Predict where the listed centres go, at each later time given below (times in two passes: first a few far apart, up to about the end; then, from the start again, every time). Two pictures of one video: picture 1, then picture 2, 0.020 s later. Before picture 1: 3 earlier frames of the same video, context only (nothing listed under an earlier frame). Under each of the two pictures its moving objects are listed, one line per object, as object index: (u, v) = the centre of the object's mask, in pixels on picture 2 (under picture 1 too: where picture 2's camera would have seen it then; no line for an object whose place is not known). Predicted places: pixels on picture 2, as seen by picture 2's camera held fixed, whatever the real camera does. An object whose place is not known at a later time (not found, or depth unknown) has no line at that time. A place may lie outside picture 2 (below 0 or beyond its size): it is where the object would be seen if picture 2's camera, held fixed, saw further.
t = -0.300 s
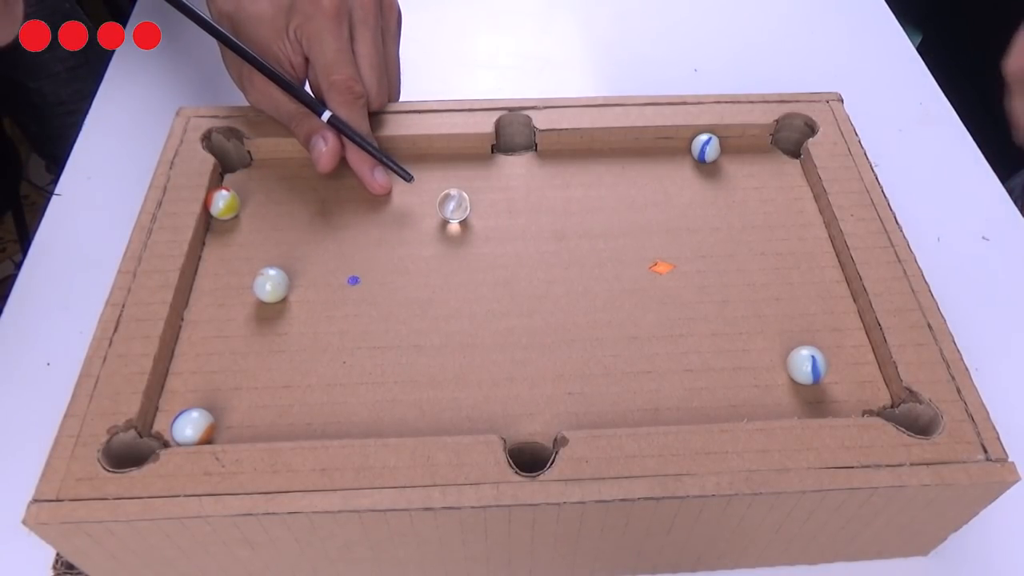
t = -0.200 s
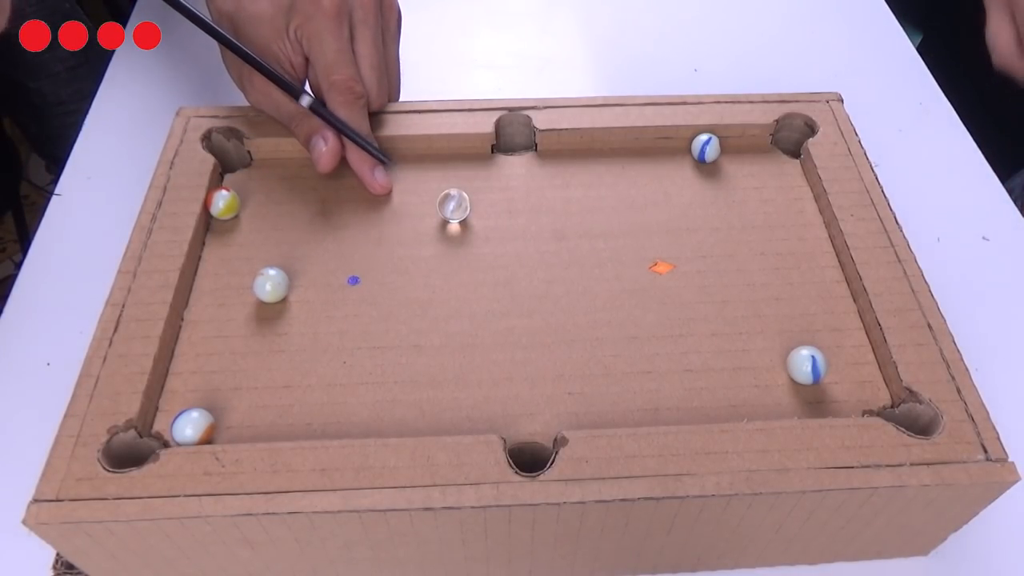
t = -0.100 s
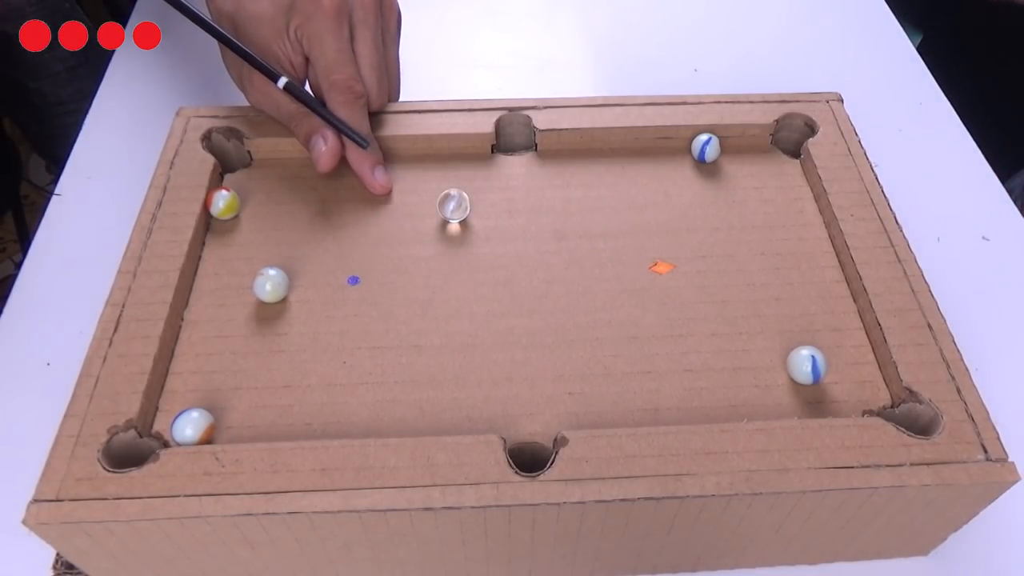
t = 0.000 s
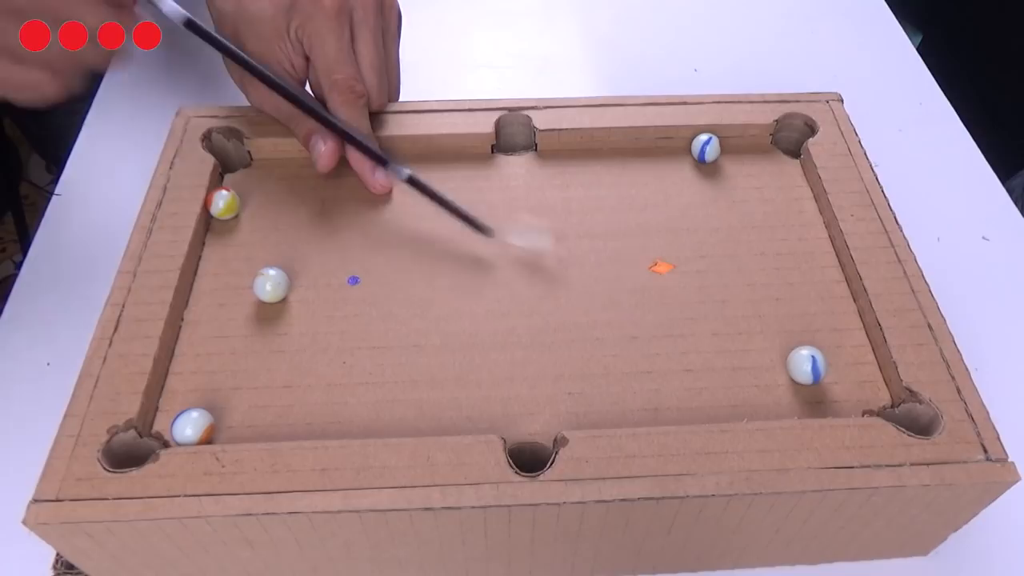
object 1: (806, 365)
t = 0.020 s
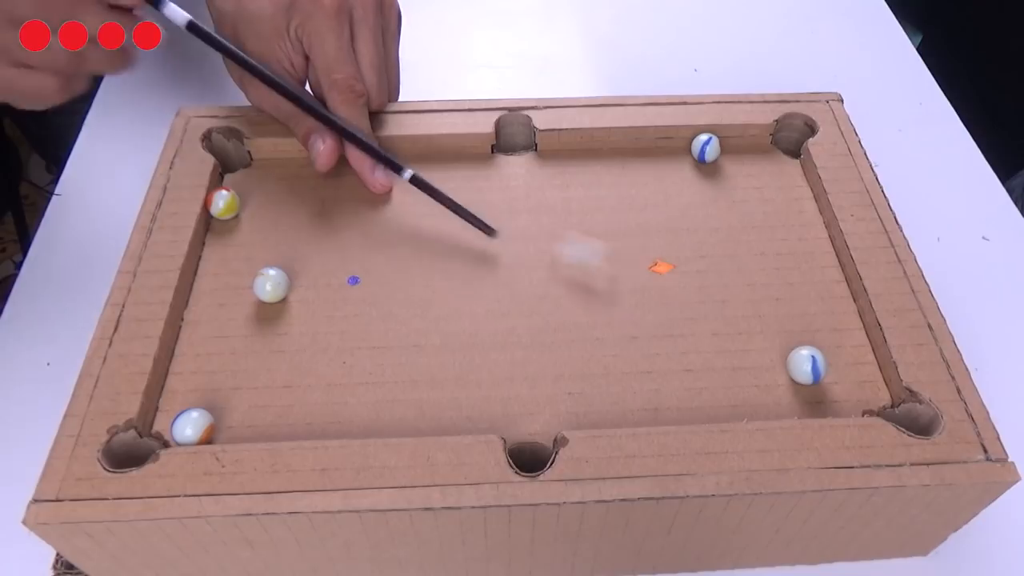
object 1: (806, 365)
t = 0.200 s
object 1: (831, 375)
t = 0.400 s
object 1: (857, 401)
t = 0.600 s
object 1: (879, 396)
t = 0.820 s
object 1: (879, 401)
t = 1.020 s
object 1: (876, 397)
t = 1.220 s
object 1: (879, 399)
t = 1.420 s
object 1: (880, 401)
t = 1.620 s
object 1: (878, 398)
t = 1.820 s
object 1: (878, 400)
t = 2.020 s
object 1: (880, 400)
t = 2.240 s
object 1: (880, 400)
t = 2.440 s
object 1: (880, 400)
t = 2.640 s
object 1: (880, 400)
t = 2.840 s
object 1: (880, 400)
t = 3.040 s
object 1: (880, 400)
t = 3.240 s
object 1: (880, 399)
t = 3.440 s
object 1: (880, 399)
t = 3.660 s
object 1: (880, 399)
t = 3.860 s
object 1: (880, 399)
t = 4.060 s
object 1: (880, 399)
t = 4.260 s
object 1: (880, 399)
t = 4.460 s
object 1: (880, 399)
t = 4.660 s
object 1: (880, 399)
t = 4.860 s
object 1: (880, 399)
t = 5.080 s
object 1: (880, 399)
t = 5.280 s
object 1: (880, 399)
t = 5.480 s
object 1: (880, 399)
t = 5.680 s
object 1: (880, 399)
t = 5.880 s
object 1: (880, 399)
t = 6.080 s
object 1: (880, 399)
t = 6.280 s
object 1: (880, 399)
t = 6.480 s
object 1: (880, 399)
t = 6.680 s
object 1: (880, 399)
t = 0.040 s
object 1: (806, 365)
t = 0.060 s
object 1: (806, 365)
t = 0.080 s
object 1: (806, 365)
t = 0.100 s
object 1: (806, 365)
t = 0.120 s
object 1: (815, 382)
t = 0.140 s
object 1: (827, 399)
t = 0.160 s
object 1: (828, 389)
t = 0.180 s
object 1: (829, 378)
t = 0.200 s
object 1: (831, 375)
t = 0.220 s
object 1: (834, 380)
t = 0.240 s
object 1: (836, 383)
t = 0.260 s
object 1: (839, 385)
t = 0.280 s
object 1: (841, 388)
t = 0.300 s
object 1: (843, 390)
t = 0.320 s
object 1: (846, 393)
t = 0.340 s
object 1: (849, 395)
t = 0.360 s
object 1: (852, 398)
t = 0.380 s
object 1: (854, 400)
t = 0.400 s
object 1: (857, 401)
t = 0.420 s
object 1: (859, 400)
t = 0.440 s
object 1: (861, 399)
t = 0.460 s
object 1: (862, 398)
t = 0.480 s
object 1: (865, 398)
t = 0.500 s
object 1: (867, 397)
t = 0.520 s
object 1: (869, 397)
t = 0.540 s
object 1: (871, 396)
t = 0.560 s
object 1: (874, 396)
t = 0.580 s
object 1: (876, 396)
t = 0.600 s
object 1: (879, 396)
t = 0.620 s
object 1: (882, 396)
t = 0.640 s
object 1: (882, 397)
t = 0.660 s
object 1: (882, 397)
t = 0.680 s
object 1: (882, 398)
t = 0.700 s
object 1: (882, 399)
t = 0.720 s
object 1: (882, 400)
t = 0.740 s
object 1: (882, 400)
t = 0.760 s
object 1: (881, 401)
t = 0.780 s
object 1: (881, 401)
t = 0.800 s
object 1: (880, 401)
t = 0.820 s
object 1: (879, 401)
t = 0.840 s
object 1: (878, 400)
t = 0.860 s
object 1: (878, 399)
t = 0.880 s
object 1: (877, 399)
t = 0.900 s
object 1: (877, 398)
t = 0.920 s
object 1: (876, 397)
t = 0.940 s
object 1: (876, 397)
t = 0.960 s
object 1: (876, 397)
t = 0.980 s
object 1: (876, 397)
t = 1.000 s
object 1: (876, 397)
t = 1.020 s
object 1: (876, 397)
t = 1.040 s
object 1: (876, 397)
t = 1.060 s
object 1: (876, 397)
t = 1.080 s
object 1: (876, 397)
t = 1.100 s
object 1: (876, 397)
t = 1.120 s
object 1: (877, 397)
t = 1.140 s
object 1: (877, 397)
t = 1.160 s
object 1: (877, 398)
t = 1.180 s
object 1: (878, 398)
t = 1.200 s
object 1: (879, 399)
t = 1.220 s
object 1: (879, 399)
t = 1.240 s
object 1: (880, 400)
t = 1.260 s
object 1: (881, 400)
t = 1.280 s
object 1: (881, 400)
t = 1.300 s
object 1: (881, 400)
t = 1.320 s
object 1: (881, 400)
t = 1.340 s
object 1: (881, 401)
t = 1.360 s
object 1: (881, 401)
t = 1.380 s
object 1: (880, 401)
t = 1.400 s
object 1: (880, 401)
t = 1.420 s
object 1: (880, 401)
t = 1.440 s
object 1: (880, 401)
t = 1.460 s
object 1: (879, 400)
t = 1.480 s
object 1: (879, 400)
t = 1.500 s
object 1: (879, 399)
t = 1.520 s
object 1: (879, 399)
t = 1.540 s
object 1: (879, 399)
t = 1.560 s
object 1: (878, 398)
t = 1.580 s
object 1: (878, 398)
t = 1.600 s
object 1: (878, 398)
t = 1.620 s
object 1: (878, 398)
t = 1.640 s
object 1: (879, 399)
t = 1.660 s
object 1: (879, 399)
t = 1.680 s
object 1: (879, 399)
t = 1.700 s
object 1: (879, 399)
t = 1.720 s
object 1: (879, 400)
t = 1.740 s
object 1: (879, 400)
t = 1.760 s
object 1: (879, 400)
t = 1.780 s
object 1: (878, 400)
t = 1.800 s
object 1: (878, 400)
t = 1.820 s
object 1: (878, 400)
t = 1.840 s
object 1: (878, 400)
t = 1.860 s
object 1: (879, 400)
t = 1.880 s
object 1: (879, 400)
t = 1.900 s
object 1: (879, 400)
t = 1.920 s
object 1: (879, 400)
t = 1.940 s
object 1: (880, 400)
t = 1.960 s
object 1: (880, 400)
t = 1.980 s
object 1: (880, 400)
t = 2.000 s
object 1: (880, 400)
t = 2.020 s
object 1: (880, 400)
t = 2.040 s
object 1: (880, 399)
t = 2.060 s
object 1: (879, 399)
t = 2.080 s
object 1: (879, 399)
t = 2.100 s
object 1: (879, 399)
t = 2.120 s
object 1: (879, 399)
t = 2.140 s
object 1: (879, 399)
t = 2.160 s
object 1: (880, 399)
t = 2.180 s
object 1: (880, 399)
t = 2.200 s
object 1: (880, 399)
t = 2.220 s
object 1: (880, 399)
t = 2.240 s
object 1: (880, 400)
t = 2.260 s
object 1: (880, 400)
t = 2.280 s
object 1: (880, 400)
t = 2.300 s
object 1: (880, 400)
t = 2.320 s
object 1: (880, 400)
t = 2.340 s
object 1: (880, 400)
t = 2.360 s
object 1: (880, 400)
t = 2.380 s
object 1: (880, 400)
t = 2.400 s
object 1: (880, 400)
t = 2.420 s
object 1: (880, 400)
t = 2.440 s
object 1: (880, 400)
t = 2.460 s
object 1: (880, 400)
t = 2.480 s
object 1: (880, 400)
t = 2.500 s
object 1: (880, 400)
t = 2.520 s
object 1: (880, 400)
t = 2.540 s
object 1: (880, 400)
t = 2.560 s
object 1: (880, 400)
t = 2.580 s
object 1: (880, 400)
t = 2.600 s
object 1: (880, 400)
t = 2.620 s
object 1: (880, 400)
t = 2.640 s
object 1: (880, 400)
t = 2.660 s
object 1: (880, 400)
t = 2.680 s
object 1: (880, 400)
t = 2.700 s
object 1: (880, 400)
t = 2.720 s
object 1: (880, 400)
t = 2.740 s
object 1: (880, 400)
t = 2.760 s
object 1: (880, 400)
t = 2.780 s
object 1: (880, 400)
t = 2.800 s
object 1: (880, 400)
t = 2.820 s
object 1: (880, 400)
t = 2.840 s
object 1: (880, 400)
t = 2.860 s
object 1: (880, 400)
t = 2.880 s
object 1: (880, 400)
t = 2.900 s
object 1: (880, 400)
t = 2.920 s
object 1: (880, 400)
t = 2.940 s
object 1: (880, 400)
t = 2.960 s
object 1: (880, 400)
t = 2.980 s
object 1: (880, 400)
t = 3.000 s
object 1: (880, 400)
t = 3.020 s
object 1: (880, 400)
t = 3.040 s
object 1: (880, 400)
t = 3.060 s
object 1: (880, 400)
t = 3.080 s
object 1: (880, 400)
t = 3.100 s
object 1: (880, 400)
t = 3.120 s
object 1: (880, 400)
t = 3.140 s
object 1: (880, 399)
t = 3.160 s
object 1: (880, 399)
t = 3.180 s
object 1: (880, 399)
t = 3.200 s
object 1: (880, 399)
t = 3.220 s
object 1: (880, 399)
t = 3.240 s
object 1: (880, 399)
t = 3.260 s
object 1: (880, 399)
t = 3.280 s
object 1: (880, 399)
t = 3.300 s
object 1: (880, 399)
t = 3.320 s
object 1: (880, 399)
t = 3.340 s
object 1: (880, 399)
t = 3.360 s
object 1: (880, 399)
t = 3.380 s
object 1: (880, 399)
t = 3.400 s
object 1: (880, 399)
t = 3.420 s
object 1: (880, 399)
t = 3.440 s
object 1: (880, 399)
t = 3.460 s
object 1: (880, 399)
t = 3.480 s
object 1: (880, 399)
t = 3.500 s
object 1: (880, 399)
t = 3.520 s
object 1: (880, 399)
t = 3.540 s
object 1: (880, 399)
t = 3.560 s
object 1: (880, 399)
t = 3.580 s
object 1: (880, 399)
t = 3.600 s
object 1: (880, 399)
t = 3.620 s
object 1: (880, 399)
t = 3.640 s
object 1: (880, 399)
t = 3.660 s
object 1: (880, 399)
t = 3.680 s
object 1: (880, 399)
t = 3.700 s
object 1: (880, 399)
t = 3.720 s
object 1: (880, 399)
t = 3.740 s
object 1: (880, 399)
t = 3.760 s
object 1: (880, 399)
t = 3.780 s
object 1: (880, 399)
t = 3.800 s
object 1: (880, 399)
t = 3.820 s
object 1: (880, 399)
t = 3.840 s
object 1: (880, 399)
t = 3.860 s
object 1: (880, 399)
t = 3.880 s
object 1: (880, 399)
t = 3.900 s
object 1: (880, 399)
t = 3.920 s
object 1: (880, 399)
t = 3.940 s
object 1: (880, 399)
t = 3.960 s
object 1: (880, 399)
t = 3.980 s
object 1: (880, 399)
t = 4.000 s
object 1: (880, 399)
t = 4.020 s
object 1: (880, 399)
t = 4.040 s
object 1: (880, 399)
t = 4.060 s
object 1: (880, 399)
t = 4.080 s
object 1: (880, 399)
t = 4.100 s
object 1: (880, 399)
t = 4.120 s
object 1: (880, 399)
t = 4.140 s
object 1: (880, 399)
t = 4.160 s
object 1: (880, 399)
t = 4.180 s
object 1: (880, 399)
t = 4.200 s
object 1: (880, 399)
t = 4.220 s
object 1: (880, 399)
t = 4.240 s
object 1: (880, 399)
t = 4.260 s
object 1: (880, 399)
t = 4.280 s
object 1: (880, 399)
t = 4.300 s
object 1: (880, 399)
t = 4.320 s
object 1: (880, 399)
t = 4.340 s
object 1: (880, 399)
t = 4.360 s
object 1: (880, 399)
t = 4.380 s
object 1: (880, 399)
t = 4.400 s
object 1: (880, 399)
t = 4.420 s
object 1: (880, 399)
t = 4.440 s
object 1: (880, 399)
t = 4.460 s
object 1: (880, 399)
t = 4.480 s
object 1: (880, 399)
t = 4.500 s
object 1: (880, 399)
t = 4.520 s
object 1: (880, 399)
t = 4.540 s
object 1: (880, 399)
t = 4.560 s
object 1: (880, 399)
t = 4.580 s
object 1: (880, 399)
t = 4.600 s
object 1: (880, 399)
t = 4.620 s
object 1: (880, 399)
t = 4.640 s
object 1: (880, 399)
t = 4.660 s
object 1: (880, 399)
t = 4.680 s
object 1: (880, 399)
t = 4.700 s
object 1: (880, 399)
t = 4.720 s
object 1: (880, 399)
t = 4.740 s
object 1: (880, 399)
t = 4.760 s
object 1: (880, 399)
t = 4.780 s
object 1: (880, 399)
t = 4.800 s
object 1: (880, 399)
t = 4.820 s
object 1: (880, 399)
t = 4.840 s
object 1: (880, 399)
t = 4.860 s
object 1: (880, 399)
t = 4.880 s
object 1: (880, 399)
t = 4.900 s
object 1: (880, 399)
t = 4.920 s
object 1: (880, 399)
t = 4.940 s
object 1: (880, 399)
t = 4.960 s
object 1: (880, 399)
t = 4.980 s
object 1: (880, 399)
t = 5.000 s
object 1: (880, 399)
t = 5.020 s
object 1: (880, 399)
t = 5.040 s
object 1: (880, 399)
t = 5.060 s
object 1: (880, 399)
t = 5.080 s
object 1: (880, 399)
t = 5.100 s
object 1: (880, 399)
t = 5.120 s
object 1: (880, 399)
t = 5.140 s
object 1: (880, 399)
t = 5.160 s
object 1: (880, 399)
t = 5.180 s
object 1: (880, 399)
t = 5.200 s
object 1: (880, 399)
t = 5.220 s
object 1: (880, 399)
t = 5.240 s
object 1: (880, 399)
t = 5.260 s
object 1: (880, 399)
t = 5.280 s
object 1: (880, 399)
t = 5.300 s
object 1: (880, 399)
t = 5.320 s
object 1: (880, 399)
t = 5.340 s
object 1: (880, 399)
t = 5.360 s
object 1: (880, 399)
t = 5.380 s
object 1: (880, 399)
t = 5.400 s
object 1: (880, 399)
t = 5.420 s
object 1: (880, 399)
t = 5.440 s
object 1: (880, 399)
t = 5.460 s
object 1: (880, 399)
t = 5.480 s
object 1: (880, 399)
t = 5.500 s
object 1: (880, 399)
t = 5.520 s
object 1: (880, 399)
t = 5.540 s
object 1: (880, 399)
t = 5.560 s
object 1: (880, 399)
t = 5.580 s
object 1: (880, 399)
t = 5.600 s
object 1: (880, 399)
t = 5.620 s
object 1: (880, 399)
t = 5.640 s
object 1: (880, 399)
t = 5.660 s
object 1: (880, 399)
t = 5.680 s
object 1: (880, 399)
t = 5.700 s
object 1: (880, 399)
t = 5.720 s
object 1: (880, 399)
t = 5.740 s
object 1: (880, 399)
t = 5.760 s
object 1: (880, 399)
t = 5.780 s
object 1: (880, 399)
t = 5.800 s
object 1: (880, 399)
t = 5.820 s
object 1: (880, 399)
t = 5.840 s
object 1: (880, 399)
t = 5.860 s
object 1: (880, 399)
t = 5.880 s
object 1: (880, 399)
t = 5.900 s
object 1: (880, 399)
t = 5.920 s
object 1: (880, 399)
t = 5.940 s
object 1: (880, 399)
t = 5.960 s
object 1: (880, 399)
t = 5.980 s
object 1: (880, 399)
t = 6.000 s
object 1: (880, 399)
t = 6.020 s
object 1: (880, 399)
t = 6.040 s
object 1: (880, 399)
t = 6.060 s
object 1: (880, 399)
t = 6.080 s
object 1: (880, 399)
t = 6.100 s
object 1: (880, 399)
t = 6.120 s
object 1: (880, 399)
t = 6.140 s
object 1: (880, 399)
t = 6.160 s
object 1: (880, 399)
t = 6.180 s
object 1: (880, 399)
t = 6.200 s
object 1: (880, 399)
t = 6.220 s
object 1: (880, 399)
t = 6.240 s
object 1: (880, 399)
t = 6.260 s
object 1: (880, 399)
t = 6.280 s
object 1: (880, 399)
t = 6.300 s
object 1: (880, 399)
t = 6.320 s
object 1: (880, 399)
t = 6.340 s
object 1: (880, 399)
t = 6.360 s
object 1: (880, 399)
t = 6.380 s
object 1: (880, 399)
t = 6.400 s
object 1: (880, 399)
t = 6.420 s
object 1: (880, 399)
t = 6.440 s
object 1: (880, 399)
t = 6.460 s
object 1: (880, 399)
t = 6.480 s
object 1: (880, 399)
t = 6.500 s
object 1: (880, 399)
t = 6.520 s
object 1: (880, 399)
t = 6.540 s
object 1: (880, 399)
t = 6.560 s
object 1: (880, 399)
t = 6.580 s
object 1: (880, 399)
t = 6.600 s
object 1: (880, 399)
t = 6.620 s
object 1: (880, 399)
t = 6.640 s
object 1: (880, 399)
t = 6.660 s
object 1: (880, 399)
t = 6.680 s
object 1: (880, 399)
